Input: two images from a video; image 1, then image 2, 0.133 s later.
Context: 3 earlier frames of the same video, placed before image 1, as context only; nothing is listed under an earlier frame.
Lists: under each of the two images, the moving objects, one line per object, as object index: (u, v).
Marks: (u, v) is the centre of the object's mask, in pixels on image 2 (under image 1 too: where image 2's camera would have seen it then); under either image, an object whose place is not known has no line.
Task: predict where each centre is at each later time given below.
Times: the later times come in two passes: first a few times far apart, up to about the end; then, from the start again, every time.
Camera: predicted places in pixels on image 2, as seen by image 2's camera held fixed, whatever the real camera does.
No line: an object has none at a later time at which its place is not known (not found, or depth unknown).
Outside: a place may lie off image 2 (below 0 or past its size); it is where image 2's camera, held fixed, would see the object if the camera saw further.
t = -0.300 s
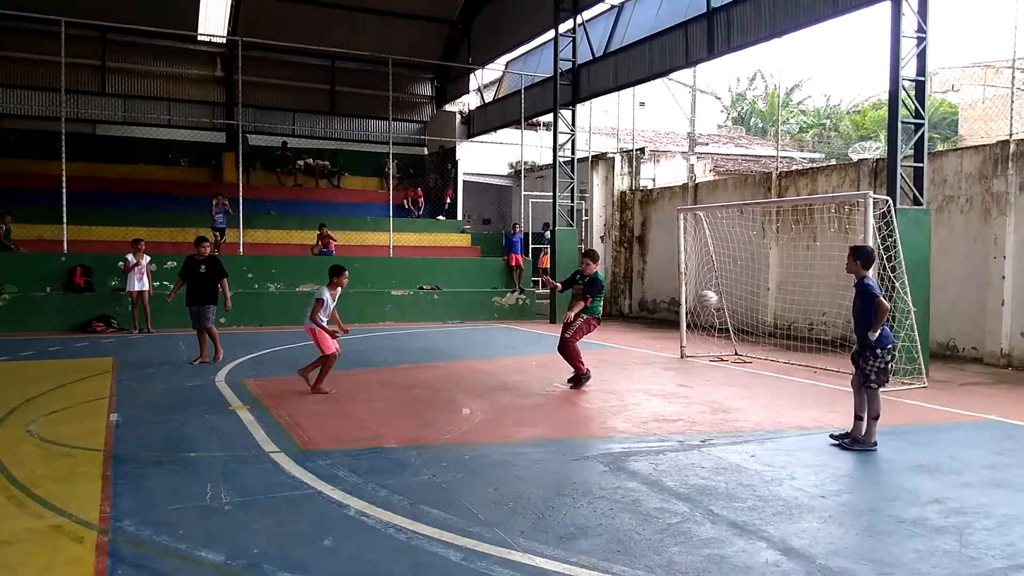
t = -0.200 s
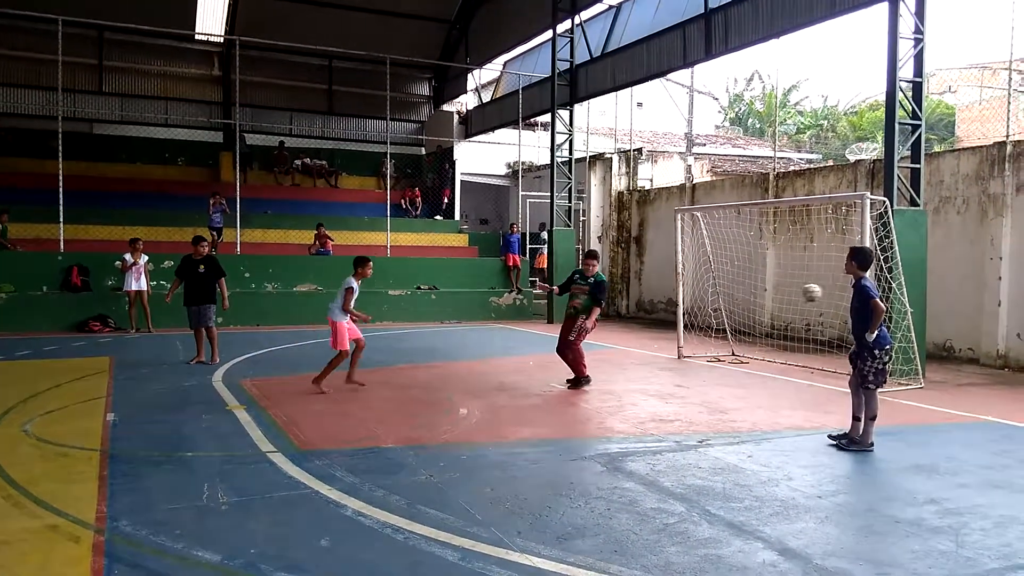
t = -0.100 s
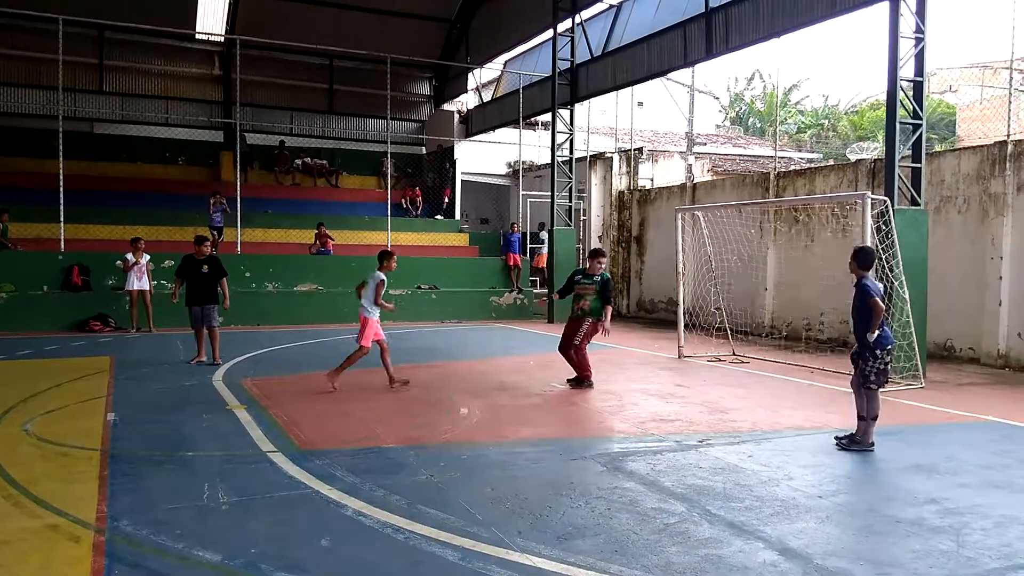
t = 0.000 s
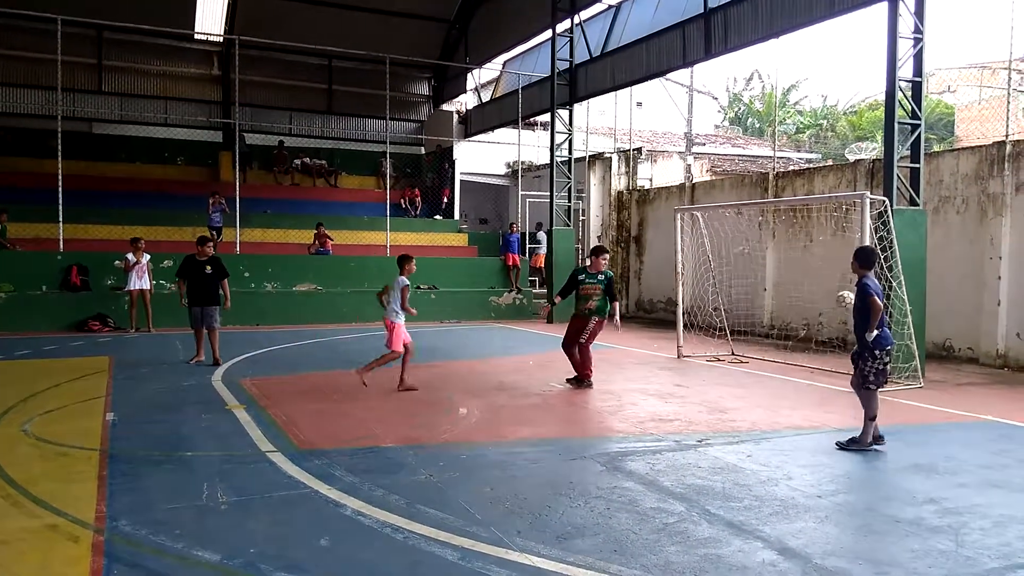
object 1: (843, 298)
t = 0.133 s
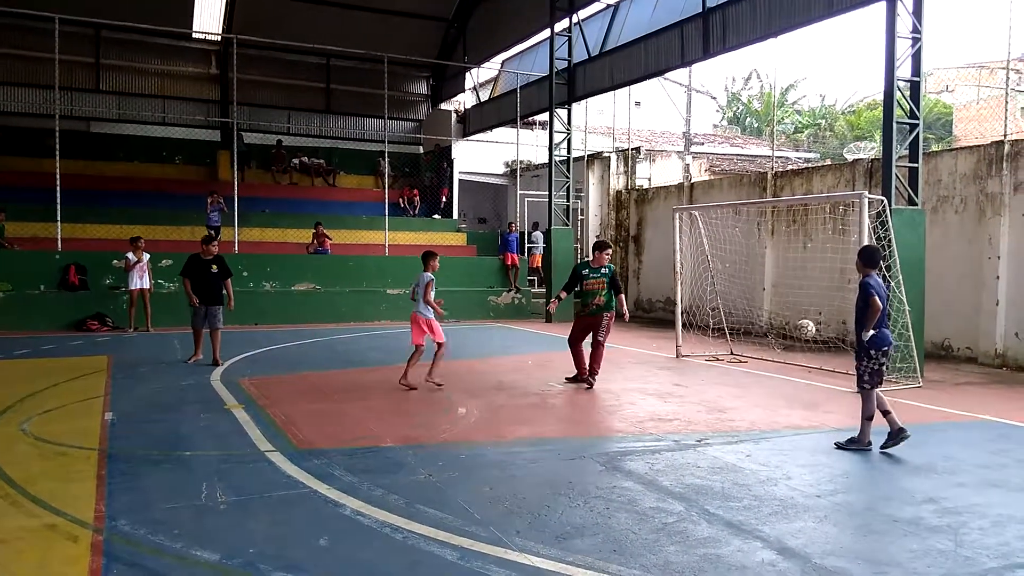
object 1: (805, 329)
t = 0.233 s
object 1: (773, 364)
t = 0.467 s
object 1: (726, 356)
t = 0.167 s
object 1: (794, 339)
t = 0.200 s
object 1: (784, 351)
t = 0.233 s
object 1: (773, 364)
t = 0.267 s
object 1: (762, 378)
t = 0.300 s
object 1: (753, 383)
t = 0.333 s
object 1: (748, 376)
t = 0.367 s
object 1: (743, 369)
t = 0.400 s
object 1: (737, 364)
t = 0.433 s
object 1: (731, 360)
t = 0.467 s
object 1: (726, 356)
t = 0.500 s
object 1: (719, 353)
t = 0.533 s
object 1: (713, 352)
